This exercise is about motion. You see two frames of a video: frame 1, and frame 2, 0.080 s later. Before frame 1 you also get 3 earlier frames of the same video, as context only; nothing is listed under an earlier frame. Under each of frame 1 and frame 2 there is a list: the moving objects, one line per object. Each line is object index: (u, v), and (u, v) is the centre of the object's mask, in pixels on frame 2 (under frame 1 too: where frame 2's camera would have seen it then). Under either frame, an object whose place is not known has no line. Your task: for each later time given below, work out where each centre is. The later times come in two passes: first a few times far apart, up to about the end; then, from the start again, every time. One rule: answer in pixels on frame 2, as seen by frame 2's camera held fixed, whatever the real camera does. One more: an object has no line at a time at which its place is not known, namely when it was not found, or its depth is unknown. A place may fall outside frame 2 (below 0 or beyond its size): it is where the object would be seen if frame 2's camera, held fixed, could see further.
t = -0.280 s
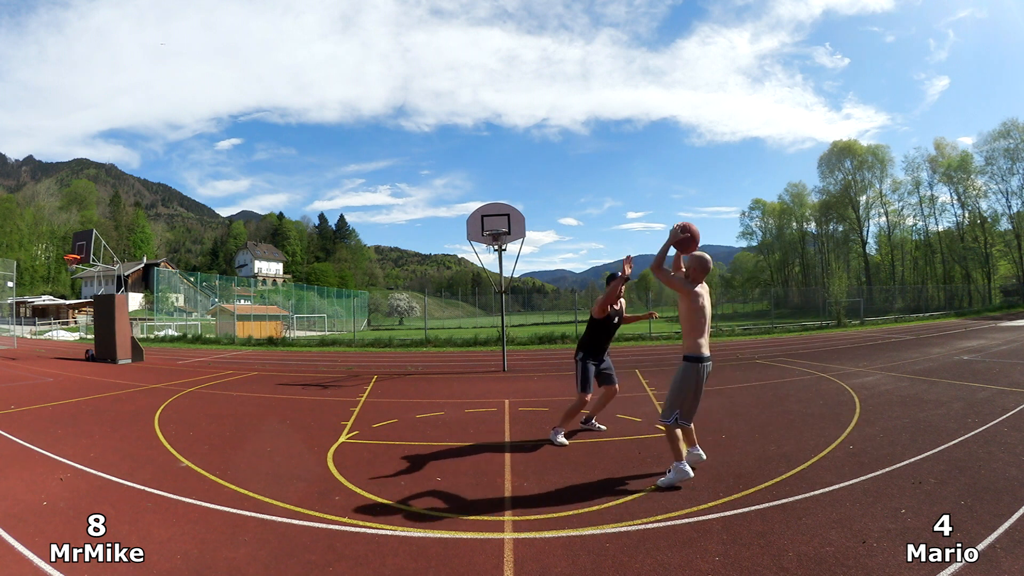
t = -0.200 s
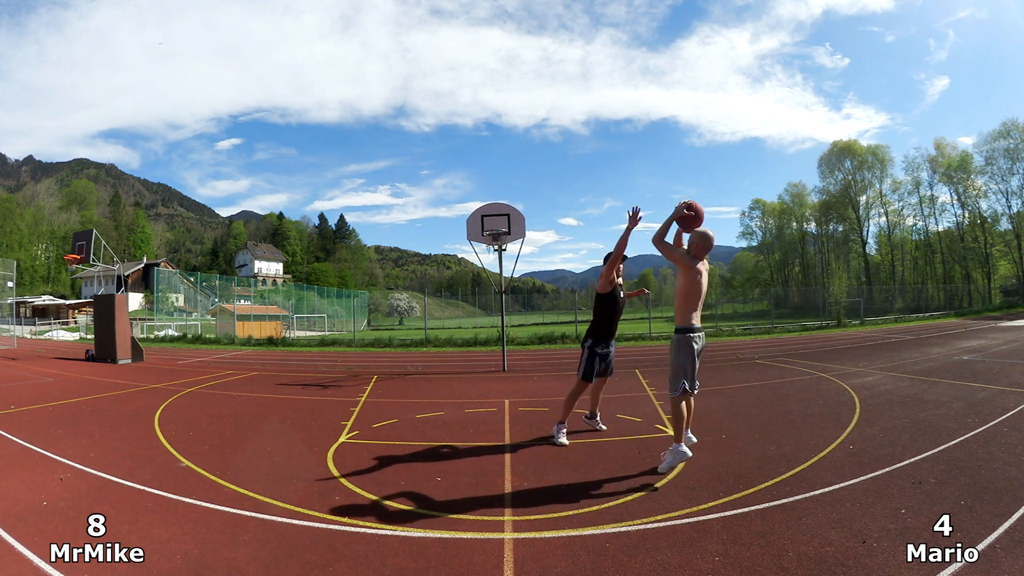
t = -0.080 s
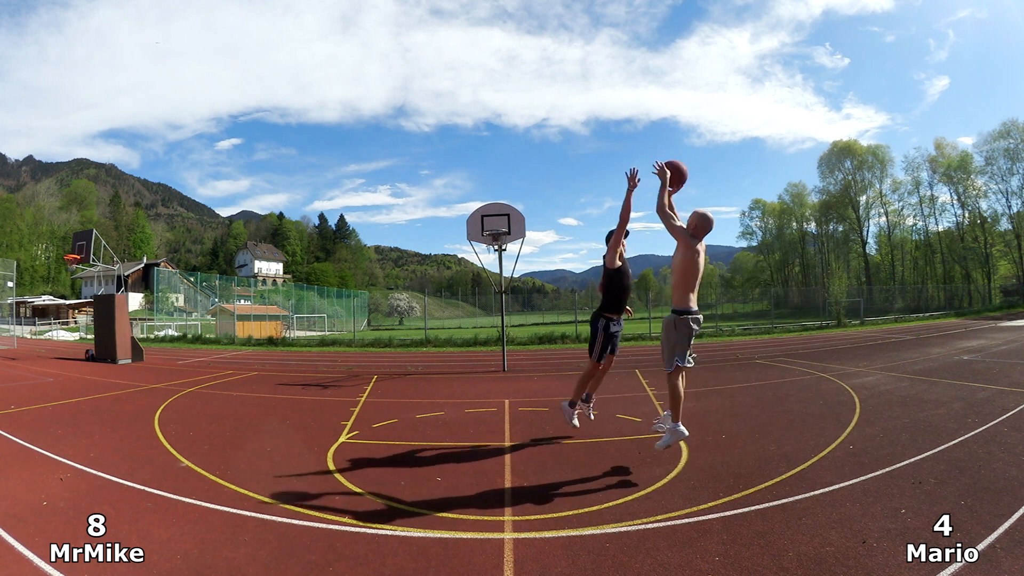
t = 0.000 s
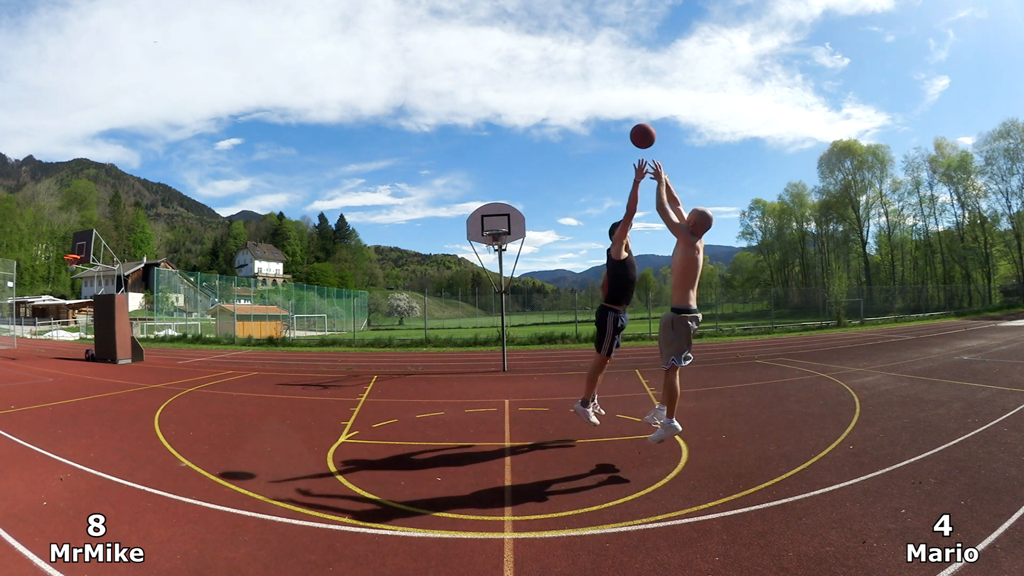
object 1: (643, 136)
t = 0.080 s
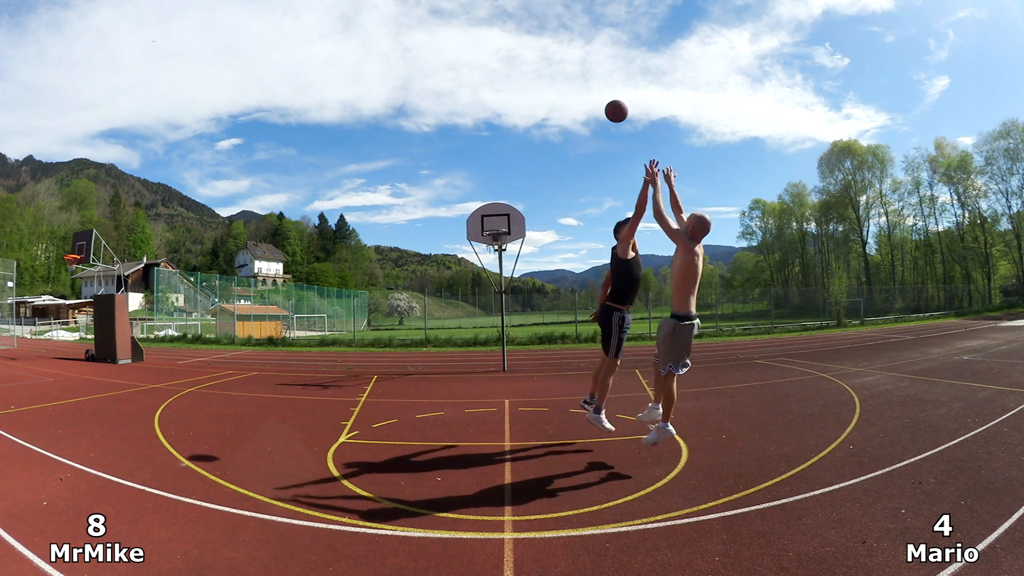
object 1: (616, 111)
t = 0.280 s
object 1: (569, 87)
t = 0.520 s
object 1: (535, 98)
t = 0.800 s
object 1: (509, 144)
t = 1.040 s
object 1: (493, 204)
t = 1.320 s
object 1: (493, 189)
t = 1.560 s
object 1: (499, 166)
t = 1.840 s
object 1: (507, 172)
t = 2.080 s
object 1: (514, 206)
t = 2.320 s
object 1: (524, 269)
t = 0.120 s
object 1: (605, 103)
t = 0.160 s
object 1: (595, 96)
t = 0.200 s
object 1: (585, 91)
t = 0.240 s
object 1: (577, 88)
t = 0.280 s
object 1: (569, 87)
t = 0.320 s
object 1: (562, 86)
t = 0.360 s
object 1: (556, 87)
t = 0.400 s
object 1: (550, 88)
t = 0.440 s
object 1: (545, 91)
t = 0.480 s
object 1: (540, 94)
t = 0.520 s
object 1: (535, 98)
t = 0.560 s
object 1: (530, 102)
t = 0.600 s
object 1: (526, 108)
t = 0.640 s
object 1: (522, 114)
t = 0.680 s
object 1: (519, 120)
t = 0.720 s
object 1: (515, 127)
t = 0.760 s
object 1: (512, 135)
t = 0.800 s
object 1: (509, 144)
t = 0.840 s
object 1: (506, 153)
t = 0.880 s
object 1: (503, 162)
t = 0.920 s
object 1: (500, 172)
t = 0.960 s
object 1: (498, 182)
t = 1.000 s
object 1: (495, 193)
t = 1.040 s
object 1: (493, 204)
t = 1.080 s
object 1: (491, 216)
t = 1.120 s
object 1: (489, 229)
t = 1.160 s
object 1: (490, 220)
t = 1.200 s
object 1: (491, 211)
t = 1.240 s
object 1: (491, 203)
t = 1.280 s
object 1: (492, 196)
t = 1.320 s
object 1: (493, 189)
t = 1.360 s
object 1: (494, 184)
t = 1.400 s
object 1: (495, 178)
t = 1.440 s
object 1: (496, 174)
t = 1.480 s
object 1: (497, 171)
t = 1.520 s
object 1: (498, 168)
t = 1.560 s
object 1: (499, 166)
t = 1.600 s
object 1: (500, 165)
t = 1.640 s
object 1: (501, 164)
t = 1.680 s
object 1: (502, 164)
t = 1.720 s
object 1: (503, 165)
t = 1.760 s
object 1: (504, 166)
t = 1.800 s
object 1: (506, 169)
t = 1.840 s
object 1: (507, 172)
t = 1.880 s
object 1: (508, 175)
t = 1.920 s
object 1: (509, 180)
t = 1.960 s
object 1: (510, 185)
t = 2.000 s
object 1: (512, 191)
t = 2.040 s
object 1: (513, 198)
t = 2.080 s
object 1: (514, 206)
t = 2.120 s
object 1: (516, 214)
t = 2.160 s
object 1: (518, 223)
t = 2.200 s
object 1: (519, 233)
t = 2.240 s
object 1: (520, 244)
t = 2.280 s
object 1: (522, 256)
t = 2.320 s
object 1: (524, 269)
